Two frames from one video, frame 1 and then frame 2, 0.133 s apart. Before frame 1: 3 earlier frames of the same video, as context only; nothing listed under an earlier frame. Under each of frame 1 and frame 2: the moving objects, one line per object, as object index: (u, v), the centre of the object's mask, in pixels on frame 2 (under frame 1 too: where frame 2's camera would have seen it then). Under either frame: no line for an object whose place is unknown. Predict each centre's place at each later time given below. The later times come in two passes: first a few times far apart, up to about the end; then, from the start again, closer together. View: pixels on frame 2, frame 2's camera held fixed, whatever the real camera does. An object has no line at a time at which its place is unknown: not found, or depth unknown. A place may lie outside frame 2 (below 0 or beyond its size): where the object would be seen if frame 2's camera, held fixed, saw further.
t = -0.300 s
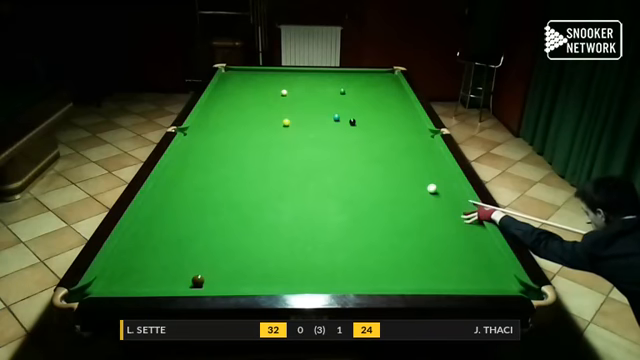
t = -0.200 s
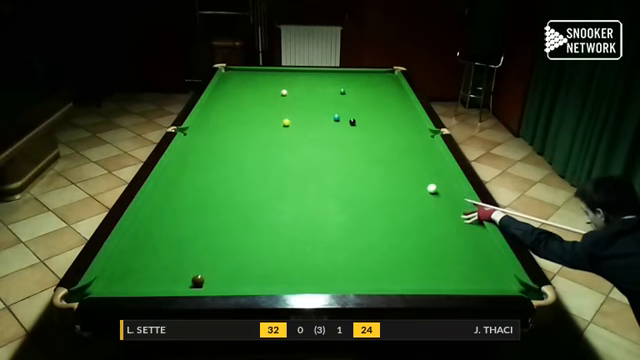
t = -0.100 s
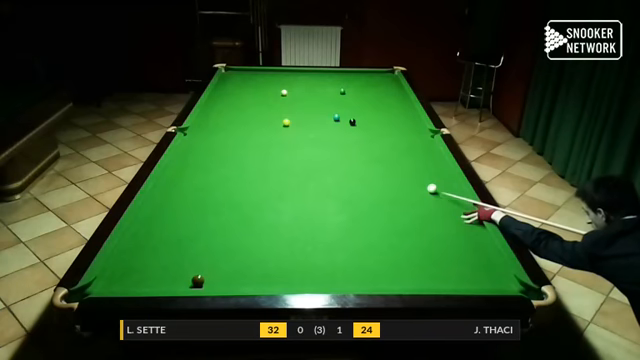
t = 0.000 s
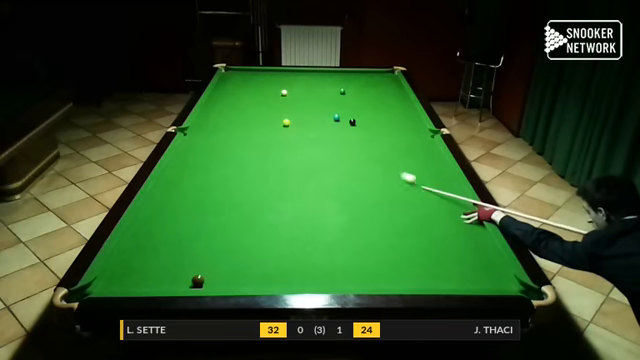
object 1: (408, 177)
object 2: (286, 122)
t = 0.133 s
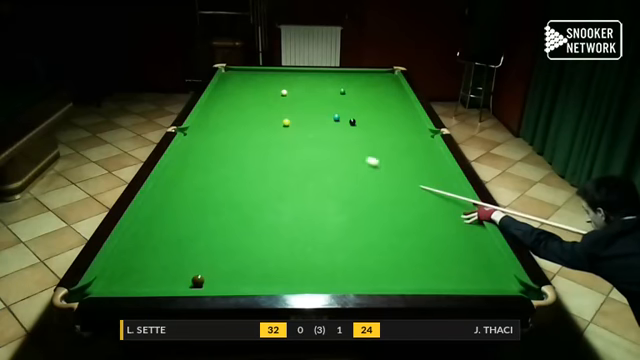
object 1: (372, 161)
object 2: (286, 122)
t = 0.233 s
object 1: (351, 151)
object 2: (286, 122)
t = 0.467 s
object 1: (316, 135)
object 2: (286, 122)
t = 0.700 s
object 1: (291, 124)
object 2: (284, 122)
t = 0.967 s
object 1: (290, 120)
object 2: (261, 114)
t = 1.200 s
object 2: (244, 108)
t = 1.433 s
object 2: (229, 103)
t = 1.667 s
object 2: (214, 98)
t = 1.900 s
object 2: (218, 95)
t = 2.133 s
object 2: (228, 92)
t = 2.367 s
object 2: (237, 90)
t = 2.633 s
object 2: (247, 87)
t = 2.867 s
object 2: (255, 86)
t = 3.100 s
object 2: (262, 84)
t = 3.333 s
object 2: (268, 82)
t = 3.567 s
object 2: (273, 80)
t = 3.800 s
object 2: (278, 79)
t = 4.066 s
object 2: (283, 77)
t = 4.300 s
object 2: (287, 76)
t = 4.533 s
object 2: (291, 75)
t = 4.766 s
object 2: (294, 75)
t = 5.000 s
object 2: (297, 74)
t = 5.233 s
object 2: (299, 73)
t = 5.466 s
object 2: (301, 73)
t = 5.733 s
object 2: (302, 73)
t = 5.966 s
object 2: (303, 72)
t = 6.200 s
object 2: (304, 72)
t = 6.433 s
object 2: (304, 72)
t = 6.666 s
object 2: (304, 72)
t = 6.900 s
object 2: (304, 72)
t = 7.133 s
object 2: (304, 72)
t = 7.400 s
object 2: (304, 72)
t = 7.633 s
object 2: (304, 72)
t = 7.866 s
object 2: (304, 72)
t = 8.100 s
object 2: (304, 72)
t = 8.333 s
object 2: (304, 72)
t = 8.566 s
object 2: (304, 72)
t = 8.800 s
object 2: (304, 72)
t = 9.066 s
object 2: (304, 72)
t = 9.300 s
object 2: (304, 72)
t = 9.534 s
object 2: (304, 72)
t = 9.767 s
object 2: (304, 72)
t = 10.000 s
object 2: (304, 72)
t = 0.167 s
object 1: (365, 158)
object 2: (286, 122)
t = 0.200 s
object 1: (358, 155)
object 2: (286, 122)
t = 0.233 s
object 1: (351, 151)
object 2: (286, 122)
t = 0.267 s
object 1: (345, 149)
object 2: (286, 122)
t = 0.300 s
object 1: (339, 146)
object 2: (286, 122)
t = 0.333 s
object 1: (334, 144)
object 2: (286, 122)
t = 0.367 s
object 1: (329, 141)
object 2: (286, 122)
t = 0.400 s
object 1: (324, 139)
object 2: (286, 122)
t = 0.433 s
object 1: (320, 137)
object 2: (286, 122)
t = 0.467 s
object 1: (316, 135)
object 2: (286, 122)
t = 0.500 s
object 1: (312, 134)
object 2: (286, 122)
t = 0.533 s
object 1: (308, 132)
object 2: (286, 122)
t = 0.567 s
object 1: (304, 130)
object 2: (286, 122)
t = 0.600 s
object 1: (300, 128)
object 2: (286, 122)
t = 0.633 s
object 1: (297, 126)
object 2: (286, 122)
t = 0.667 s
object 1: (293, 125)
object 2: (285, 122)
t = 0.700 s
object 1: (291, 124)
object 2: (284, 122)
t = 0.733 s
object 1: (291, 124)
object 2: (281, 120)
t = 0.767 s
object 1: (291, 123)
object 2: (277, 119)
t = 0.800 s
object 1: (291, 123)
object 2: (274, 118)
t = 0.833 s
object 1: (291, 122)
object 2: (271, 117)
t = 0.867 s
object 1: (291, 121)
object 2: (268, 116)
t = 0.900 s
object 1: (290, 121)
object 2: (266, 115)
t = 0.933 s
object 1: (290, 120)
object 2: (263, 115)
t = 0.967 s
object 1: (290, 120)
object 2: (261, 114)
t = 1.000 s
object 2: (258, 113)
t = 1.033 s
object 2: (256, 112)
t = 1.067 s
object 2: (253, 111)
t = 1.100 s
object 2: (251, 110)
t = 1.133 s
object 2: (249, 110)
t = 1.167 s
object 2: (246, 109)
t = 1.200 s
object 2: (244, 108)
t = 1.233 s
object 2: (242, 108)
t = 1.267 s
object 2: (240, 107)
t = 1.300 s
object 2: (238, 106)
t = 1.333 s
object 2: (235, 105)
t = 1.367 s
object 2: (233, 105)
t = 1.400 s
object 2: (231, 104)
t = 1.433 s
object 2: (229, 103)
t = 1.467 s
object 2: (227, 102)
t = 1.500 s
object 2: (225, 102)
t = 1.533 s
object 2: (222, 101)
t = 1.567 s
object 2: (220, 100)
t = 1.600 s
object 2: (219, 100)
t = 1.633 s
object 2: (217, 99)
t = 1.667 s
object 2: (214, 98)
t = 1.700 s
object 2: (213, 98)
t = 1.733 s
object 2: (211, 97)
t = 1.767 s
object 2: (211, 97)
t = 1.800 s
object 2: (213, 96)
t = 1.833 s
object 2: (215, 96)
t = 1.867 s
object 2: (216, 95)
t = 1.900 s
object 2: (218, 95)
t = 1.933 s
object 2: (219, 95)
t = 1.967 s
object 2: (221, 94)
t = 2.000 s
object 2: (222, 94)
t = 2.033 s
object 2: (224, 93)
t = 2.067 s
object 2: (225, 93)
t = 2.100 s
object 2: (227, 93)
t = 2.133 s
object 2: (228, 92)
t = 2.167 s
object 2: (229, 92)
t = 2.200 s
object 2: (231, 92)
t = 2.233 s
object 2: (232, 91)
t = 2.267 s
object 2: (234, 91)
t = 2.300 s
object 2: (235, 91)
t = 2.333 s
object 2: (236, 90)
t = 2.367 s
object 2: (237, 90)
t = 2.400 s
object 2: (239, 90)
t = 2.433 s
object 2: (240, 89)
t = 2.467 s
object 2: (241, 89)
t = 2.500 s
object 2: (242, 89)
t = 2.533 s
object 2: (244, 88)
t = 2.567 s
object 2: (245, 88)
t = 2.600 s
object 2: (246, 88)
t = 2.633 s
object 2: (247, 87)
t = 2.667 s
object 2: (248, 87)
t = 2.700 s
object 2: (249, 87)
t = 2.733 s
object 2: (250, 86)
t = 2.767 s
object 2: (252, 86)
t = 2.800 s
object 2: (253, 86)
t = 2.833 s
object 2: (254, 86)
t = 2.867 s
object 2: (255, 86)
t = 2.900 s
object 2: (256, 85)
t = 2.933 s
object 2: (257, 85)
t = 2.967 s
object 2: (258, 84)
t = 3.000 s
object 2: (259, 84)
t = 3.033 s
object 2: (260, 84)
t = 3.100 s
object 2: (262, 84)
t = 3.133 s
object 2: (263, 83)
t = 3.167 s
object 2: (263, 83)
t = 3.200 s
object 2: (264, 83)
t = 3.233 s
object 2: (265, 83)
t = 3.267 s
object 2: (266, 82)
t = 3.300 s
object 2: (267, 82)
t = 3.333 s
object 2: (268, 82)
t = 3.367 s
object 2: (268, 81)
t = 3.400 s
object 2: (269, 81)
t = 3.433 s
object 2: (270, 81)
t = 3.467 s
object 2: (271, 81)
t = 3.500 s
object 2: (272, 81)
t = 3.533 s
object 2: (273, 80)
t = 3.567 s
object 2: (273, 80)
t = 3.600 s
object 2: (274, 80)
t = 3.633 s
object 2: (275, 80)
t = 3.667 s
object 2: (276, 80)
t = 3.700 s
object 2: (276, 79)
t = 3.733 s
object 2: (277, 79)
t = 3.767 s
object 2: (277, 79)
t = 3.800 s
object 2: (278, 79)
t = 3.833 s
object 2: (279, 79)
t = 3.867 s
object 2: (280, 78)
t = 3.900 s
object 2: (280, 78)
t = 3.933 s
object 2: (281, 78)
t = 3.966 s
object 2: (281, 78)
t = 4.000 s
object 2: (282, 78)
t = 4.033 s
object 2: (283, 77)
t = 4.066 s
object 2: (283, 77)
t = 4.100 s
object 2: (284, 77)
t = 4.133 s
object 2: (284, 77)
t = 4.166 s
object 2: (285, 77)
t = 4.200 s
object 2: (286, 77)
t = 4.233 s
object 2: (286, 76)
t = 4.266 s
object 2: (287, 76)
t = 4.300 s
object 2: (287, 76)
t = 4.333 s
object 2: (288, 76)
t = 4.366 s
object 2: (288, 76)
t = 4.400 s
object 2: (289, 76)
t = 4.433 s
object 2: (289, 76)
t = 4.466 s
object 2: (290, 76)
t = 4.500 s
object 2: (291, 75)
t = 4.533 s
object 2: (291, 75)
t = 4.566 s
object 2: (291, 75)
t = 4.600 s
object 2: (292, 75)
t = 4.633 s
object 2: (292, 75)
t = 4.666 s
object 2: (293, 75)
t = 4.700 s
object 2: (293, 75)
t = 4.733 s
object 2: (294, 75)
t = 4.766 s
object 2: (294, 75)
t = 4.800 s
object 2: (295, 74)
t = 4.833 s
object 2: (295, 74)
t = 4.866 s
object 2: (295, 74)
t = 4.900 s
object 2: (296, 74)
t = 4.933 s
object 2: (296, 74)
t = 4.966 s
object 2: (296, 74)
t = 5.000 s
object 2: (297, 74)
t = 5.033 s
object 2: (297, 74)
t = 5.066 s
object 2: (297, 74)
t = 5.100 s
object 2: (298, 74)
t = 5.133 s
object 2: (298, 74)
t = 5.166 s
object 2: (298, 74)
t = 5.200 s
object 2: (299, 74)
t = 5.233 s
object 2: (299, 73)
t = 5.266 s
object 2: (299, 73)
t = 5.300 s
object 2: (299, 73)
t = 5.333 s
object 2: (300, 73)
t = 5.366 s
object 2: (300, 73)
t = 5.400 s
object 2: (300, 73)
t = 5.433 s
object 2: (300, 73)
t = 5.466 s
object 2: (301, 73)
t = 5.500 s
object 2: (301, 73)
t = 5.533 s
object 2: (301, 73)
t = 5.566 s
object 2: (301, 73)
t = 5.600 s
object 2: (302, 73)
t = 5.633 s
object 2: (302, 73)
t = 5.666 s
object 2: (302, 73)
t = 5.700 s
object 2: (302, 73)
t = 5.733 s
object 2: (302, 73)
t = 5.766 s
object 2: (303, 73)
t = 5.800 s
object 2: (303, 73)
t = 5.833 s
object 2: (303, 73)
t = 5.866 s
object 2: (303, 72)
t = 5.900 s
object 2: (303, 72)
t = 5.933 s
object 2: (303, 72)
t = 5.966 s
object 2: (303, 72)
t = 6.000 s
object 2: (303, 72)
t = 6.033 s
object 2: (304, 72)
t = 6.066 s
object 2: (304, 72)
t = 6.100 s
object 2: (303, 72)
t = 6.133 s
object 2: (304, 72)
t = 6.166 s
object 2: (304, 72)
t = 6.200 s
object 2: (304, 72)
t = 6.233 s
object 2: (304, 72)
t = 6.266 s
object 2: (304, 72)
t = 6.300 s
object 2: (304, 72)
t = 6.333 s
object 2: (304, 72)
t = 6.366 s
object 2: (304, 72)
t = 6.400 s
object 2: (304, 72)
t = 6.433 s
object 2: (304, 72)
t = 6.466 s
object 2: (304, 72)
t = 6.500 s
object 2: (304, 72)
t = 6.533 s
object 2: (304, 72)
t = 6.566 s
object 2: (304, 72)
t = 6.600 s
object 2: (304, 72)
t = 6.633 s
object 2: (304, 72)
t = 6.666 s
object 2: (304, 72)
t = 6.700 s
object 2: (304, 72)
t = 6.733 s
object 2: (304, 72)
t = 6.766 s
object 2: (304, 72)
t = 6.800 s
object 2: (304, 72)
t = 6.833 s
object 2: (304, 72)
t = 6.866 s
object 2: (304, 72)
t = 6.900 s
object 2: (304, 72)
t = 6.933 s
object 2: (304, 72)
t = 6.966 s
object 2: (304, 72)
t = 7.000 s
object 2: (304, 72)
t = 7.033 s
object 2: (304, 72)
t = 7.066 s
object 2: (304, 72)
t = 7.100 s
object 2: (304, 72)
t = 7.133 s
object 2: (304, 72)
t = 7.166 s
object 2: (304, 72)
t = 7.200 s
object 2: (304, 72)
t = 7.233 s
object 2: (304, 72)
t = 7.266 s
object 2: (304, 72)
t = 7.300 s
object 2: (304, 72)
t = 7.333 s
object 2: (304, 72)
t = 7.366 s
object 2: (304, 72)
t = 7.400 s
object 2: (304, 72)
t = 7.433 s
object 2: (304, 72)
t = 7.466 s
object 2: (304, 72)
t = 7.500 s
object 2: (304, 72)
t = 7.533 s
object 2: (304, 72)
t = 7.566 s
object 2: (304, 72)
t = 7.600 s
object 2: (304, 72)
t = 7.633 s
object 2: (304, 72)
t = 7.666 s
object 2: (304, 72)
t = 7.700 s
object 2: (304, 72)
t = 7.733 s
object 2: (304, 72)
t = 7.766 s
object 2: (304, 72)
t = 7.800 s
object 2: (304, 72)
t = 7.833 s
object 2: (304, 72)
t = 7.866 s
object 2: (304, 72)
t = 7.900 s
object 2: (304, 72)
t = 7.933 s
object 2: (304, 72)
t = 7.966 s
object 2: (304, 72)
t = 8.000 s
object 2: (304, 72)
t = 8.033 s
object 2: (304, 72)
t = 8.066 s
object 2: (304, 72)
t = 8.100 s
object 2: (304, 72)
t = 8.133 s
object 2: (304, 72)
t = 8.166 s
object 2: (304, 72)
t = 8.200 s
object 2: (304, 72)
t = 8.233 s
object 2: (304, 72)
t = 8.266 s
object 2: (304, 72)
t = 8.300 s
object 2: (304, 72)
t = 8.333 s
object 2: (304, 72)
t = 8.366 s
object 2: (304, 72)
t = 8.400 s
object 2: (304, 72)
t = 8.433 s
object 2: (304, 72)
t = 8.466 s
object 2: (304, 72)
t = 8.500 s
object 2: (304, 72)
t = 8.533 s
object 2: (304, 72)
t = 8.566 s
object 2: (304, 72)
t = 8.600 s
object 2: (304, 72)
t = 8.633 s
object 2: (304, 72)
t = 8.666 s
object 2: (304, 72)
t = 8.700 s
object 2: (304, 72)
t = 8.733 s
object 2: (304, 72)
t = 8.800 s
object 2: (304, 72)
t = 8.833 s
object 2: (304, 72)
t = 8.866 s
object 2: (304, 72)
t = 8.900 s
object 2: (304, 72)
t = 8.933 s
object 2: (304, 72)
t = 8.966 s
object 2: (304, 72)
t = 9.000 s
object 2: (304, 72)
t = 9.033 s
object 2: (304, 72)
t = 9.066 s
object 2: (304, 72)
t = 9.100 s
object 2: (304, 72)
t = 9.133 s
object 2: (304, 72)
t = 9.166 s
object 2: (304, 72)
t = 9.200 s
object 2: (304, 72)
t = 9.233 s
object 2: (304, 72)
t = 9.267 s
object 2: (304, 72)
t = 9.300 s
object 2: (304, 72)
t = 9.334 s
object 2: (304, 72)
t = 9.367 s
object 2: (304, 72)
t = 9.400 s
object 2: (304, 72)
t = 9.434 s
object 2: (304, 72)
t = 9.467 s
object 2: (304, 72)
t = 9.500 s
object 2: (304, 72)
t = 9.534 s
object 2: (304, 72)
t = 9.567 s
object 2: (304, 72)
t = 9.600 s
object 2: (304, 72)
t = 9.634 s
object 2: (304, 72)
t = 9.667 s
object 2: (304, 72)
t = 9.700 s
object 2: (304, 72)
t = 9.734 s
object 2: (304, 72)
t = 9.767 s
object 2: (304, 72)
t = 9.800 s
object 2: (304, 72)
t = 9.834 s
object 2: (304, 72)
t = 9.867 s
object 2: (304, 72)
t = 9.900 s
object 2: (304, 72)
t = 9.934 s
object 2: (304, 72)
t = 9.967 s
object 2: (304, 72)
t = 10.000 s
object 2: (304, 72)
